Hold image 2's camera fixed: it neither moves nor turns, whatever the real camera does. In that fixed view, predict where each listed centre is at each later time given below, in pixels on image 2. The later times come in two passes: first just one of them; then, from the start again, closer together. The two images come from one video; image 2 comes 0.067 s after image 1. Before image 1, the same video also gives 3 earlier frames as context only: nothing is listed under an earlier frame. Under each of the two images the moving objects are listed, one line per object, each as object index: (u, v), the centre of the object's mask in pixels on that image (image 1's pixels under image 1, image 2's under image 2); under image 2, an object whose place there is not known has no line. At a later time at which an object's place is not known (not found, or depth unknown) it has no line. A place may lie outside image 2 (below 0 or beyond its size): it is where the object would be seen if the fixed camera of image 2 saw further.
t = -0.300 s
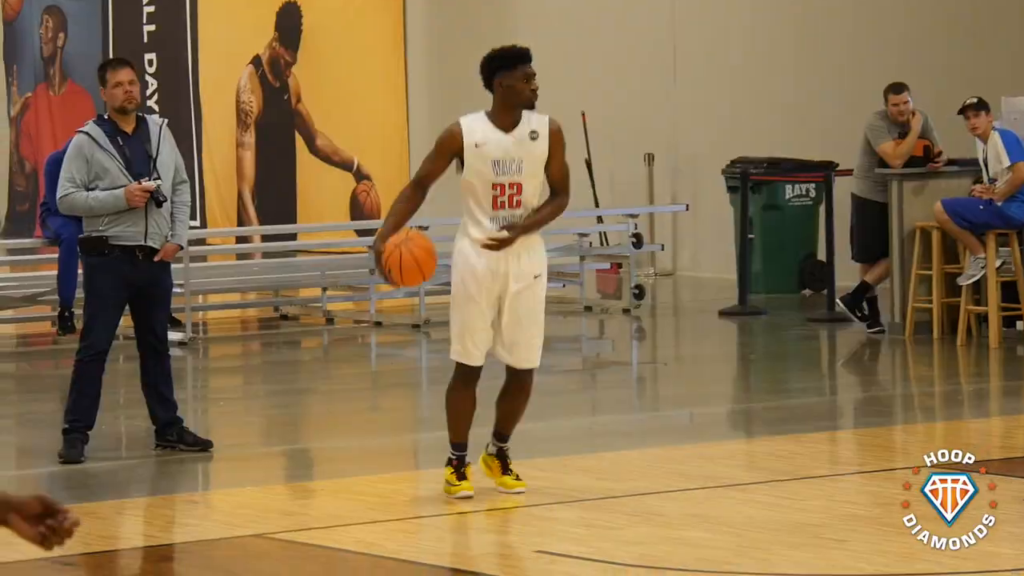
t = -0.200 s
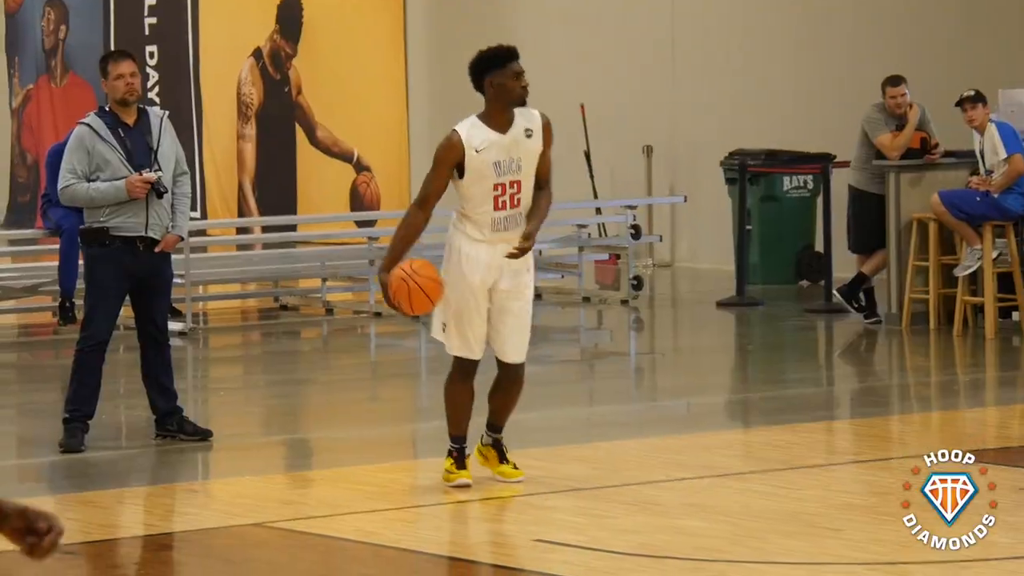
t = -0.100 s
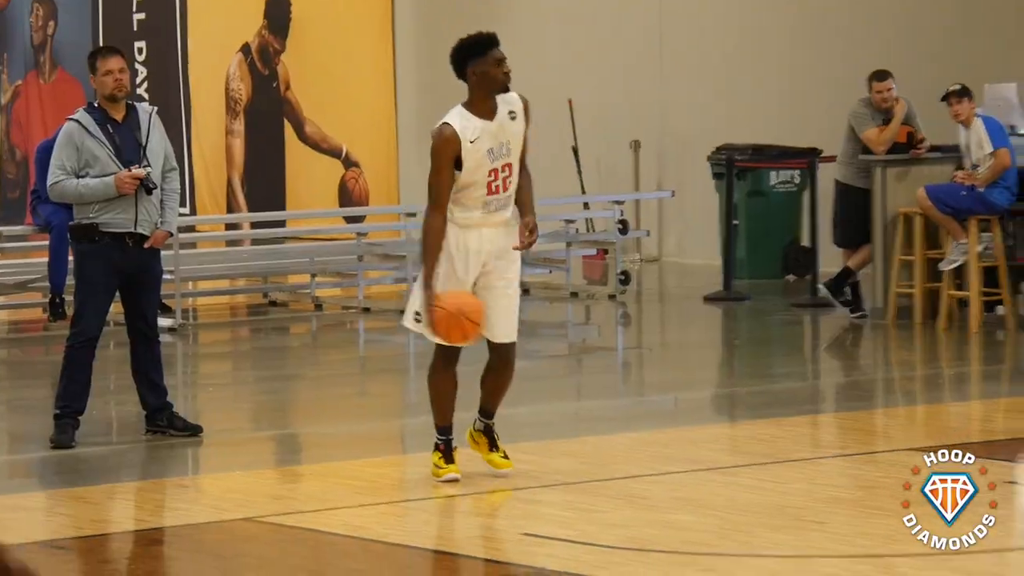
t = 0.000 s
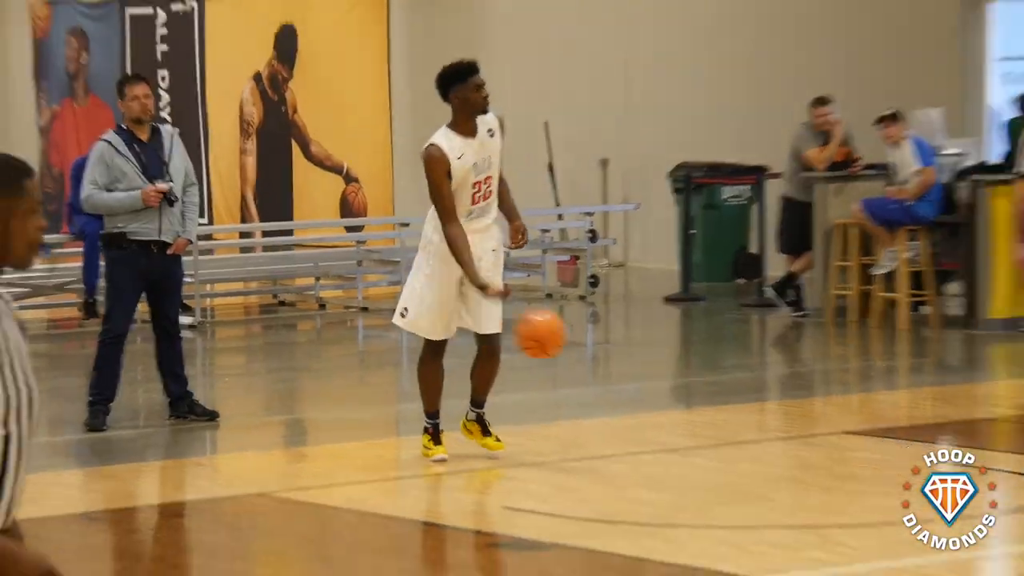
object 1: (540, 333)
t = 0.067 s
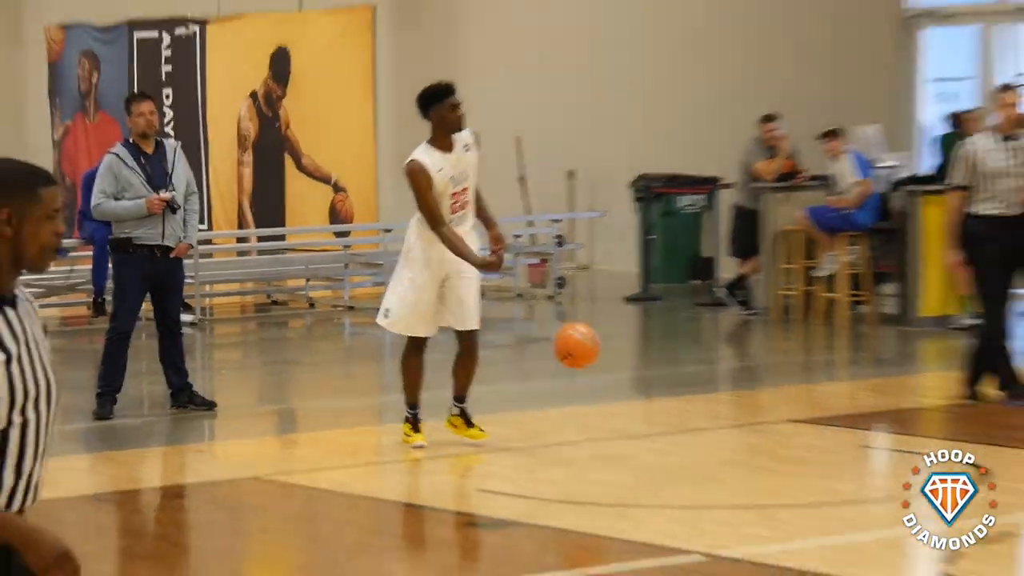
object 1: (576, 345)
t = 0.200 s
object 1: (709, 402)
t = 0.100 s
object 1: (609, 356)
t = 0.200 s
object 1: (709, 402)
